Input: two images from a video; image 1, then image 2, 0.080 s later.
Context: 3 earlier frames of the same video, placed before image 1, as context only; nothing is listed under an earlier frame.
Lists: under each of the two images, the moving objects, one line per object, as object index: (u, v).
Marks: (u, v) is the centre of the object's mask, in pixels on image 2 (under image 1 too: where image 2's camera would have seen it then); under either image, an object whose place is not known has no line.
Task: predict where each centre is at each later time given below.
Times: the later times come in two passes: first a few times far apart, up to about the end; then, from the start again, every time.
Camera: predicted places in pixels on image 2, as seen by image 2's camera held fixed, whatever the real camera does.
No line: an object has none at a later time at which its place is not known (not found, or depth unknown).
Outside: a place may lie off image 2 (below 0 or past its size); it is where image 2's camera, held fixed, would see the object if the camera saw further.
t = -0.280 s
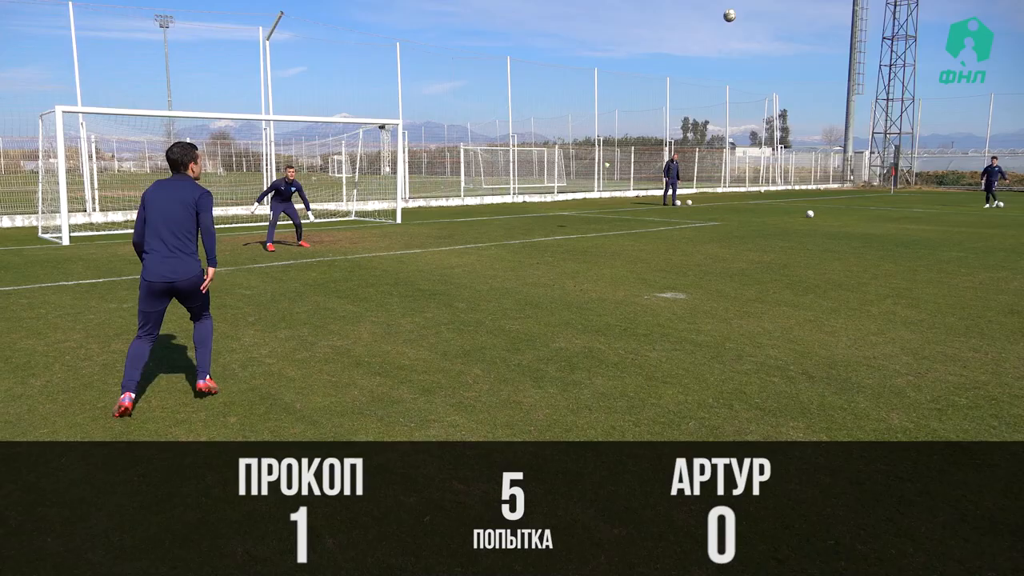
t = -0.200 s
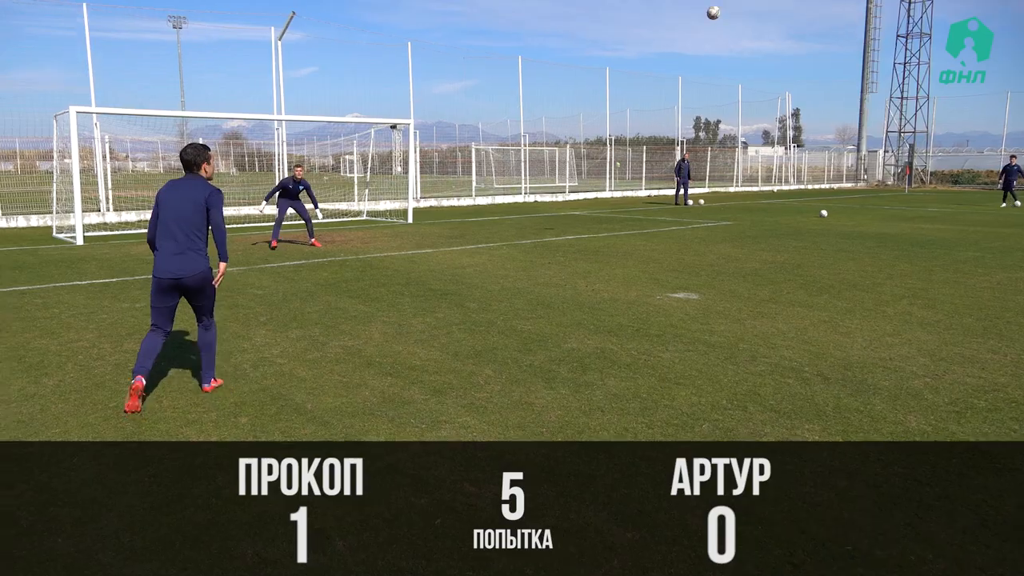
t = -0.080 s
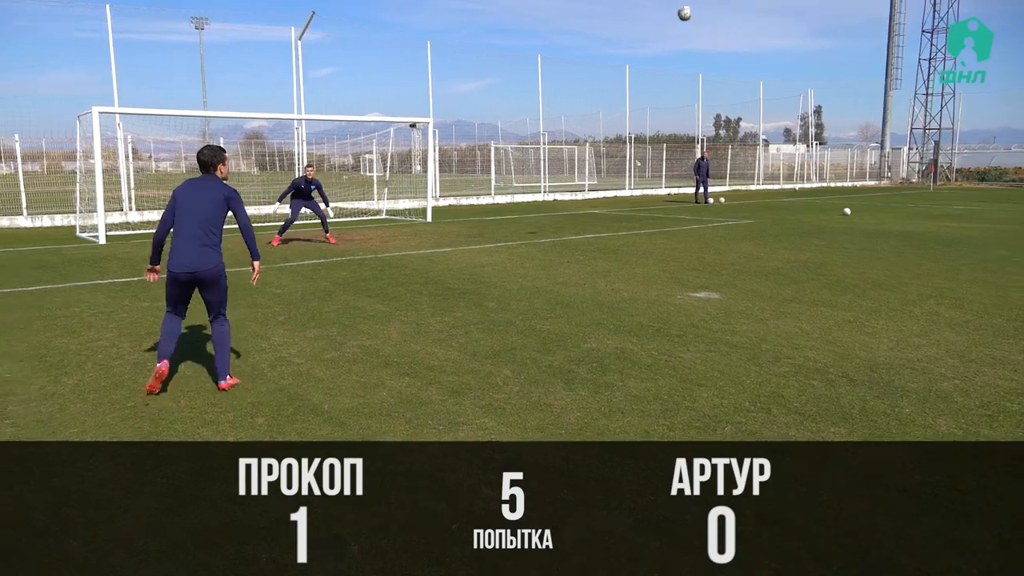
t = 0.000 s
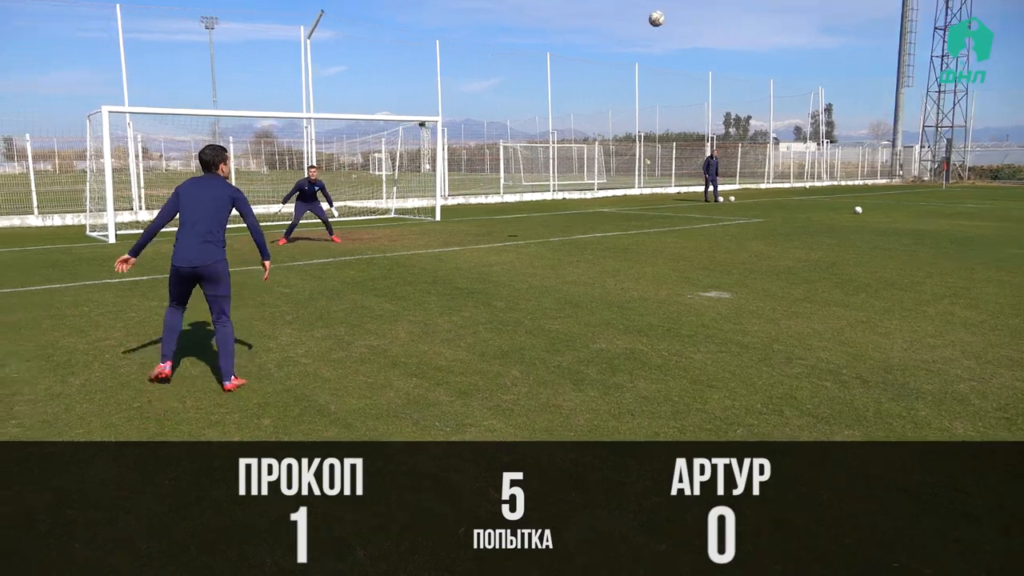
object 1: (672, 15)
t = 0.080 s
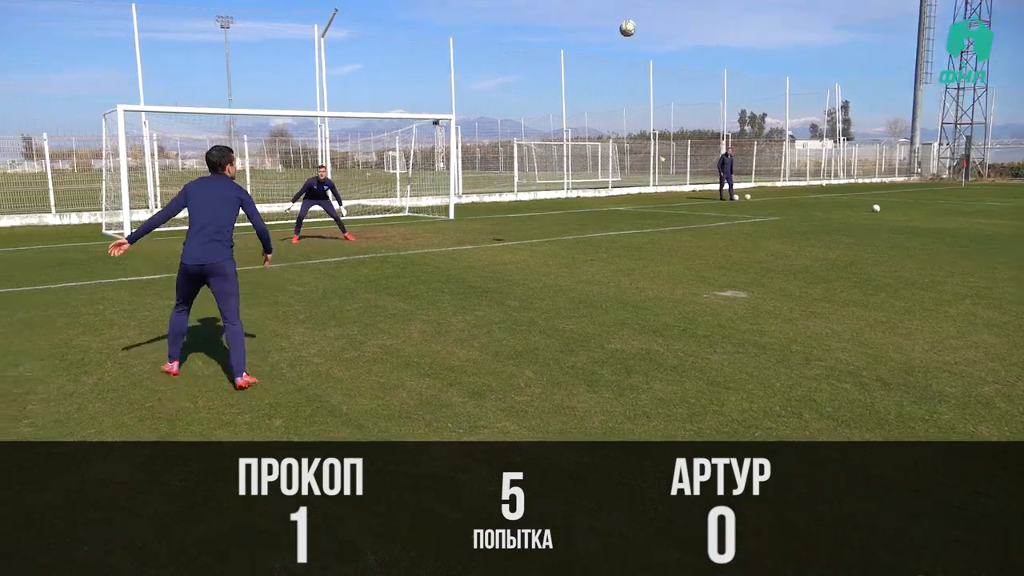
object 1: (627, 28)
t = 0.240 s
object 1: (524, 70)
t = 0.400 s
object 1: (389, 146)
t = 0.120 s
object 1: (604, 36)
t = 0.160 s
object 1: (579, 46)
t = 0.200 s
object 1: (552, 57)
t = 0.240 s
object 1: (524, 70)
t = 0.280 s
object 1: (494, 86)
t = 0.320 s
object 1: (462, 103)
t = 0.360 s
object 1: (427, 123)
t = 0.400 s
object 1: (389, 146)
